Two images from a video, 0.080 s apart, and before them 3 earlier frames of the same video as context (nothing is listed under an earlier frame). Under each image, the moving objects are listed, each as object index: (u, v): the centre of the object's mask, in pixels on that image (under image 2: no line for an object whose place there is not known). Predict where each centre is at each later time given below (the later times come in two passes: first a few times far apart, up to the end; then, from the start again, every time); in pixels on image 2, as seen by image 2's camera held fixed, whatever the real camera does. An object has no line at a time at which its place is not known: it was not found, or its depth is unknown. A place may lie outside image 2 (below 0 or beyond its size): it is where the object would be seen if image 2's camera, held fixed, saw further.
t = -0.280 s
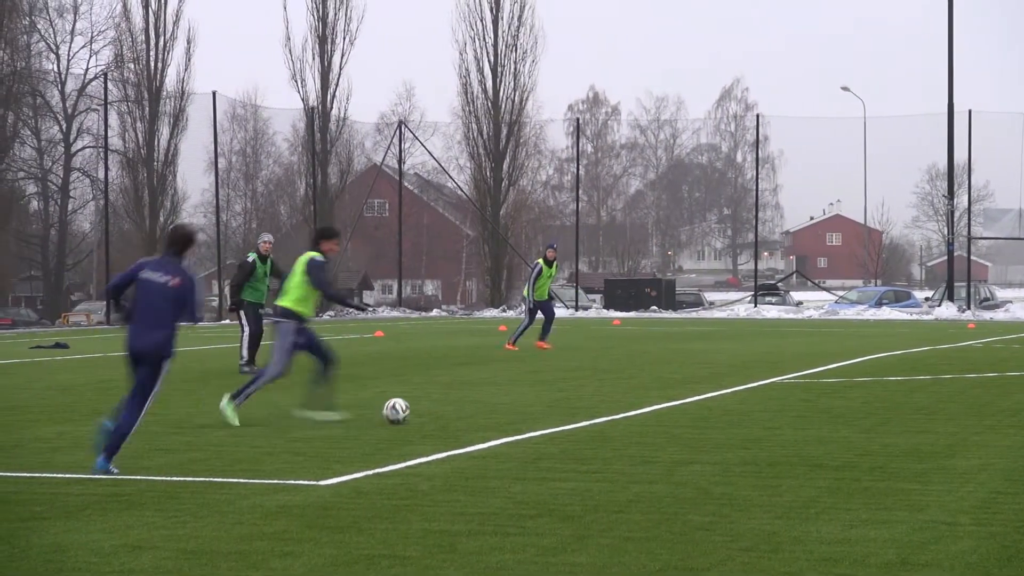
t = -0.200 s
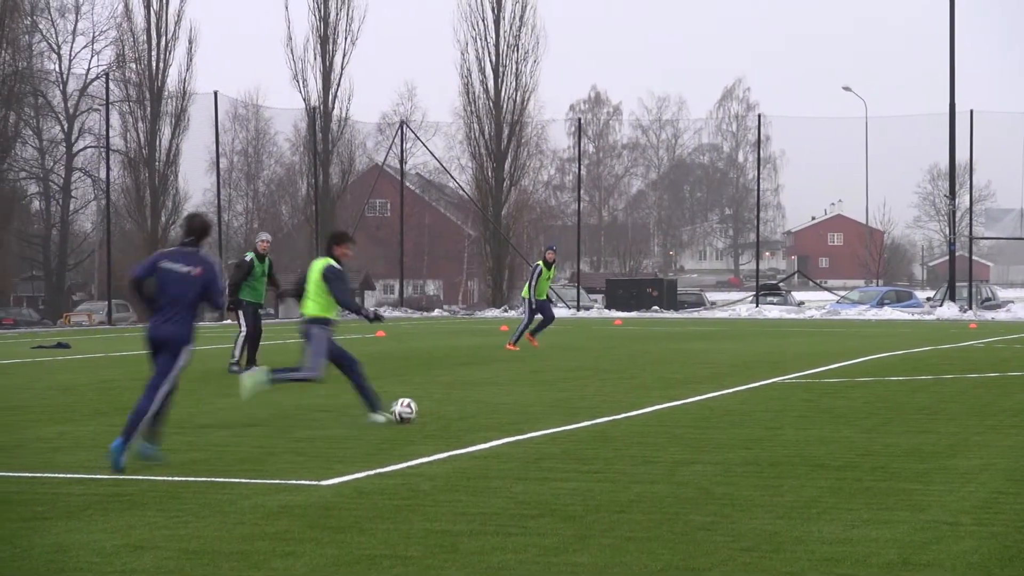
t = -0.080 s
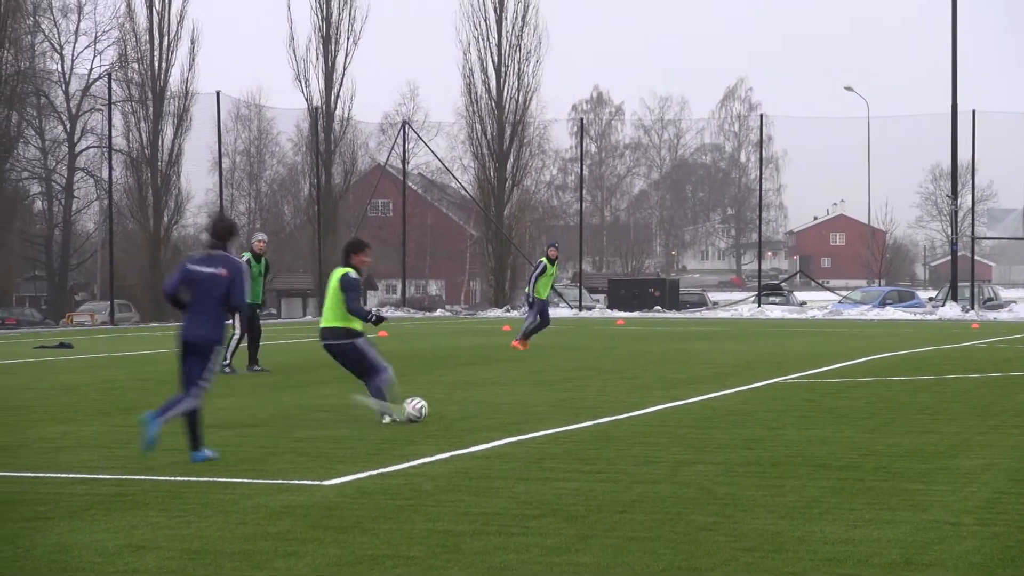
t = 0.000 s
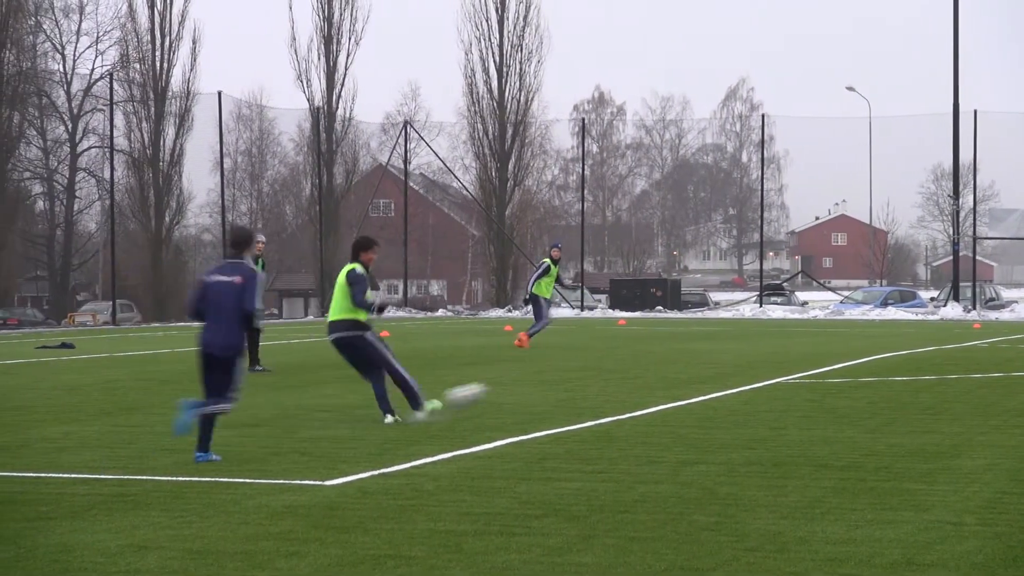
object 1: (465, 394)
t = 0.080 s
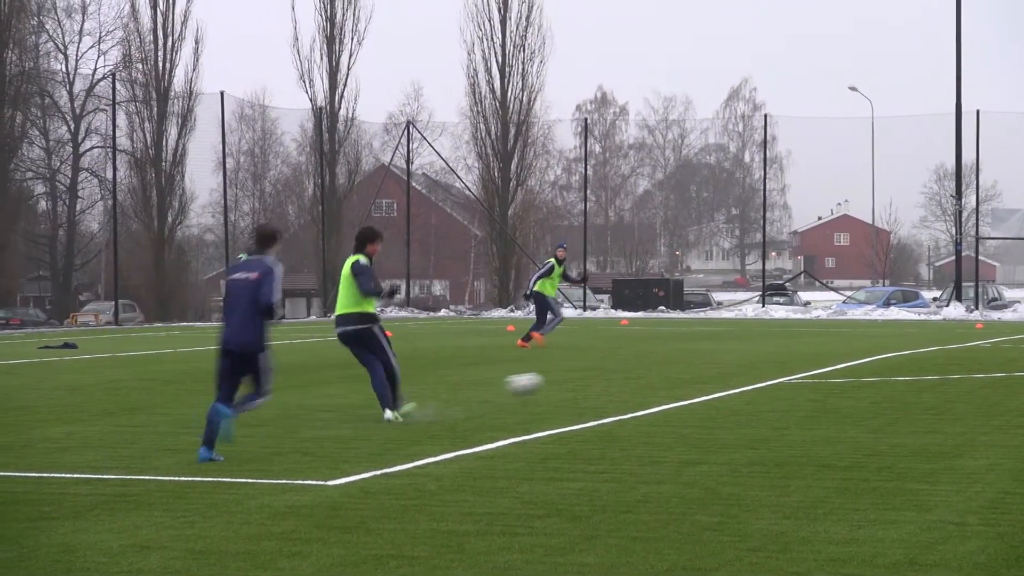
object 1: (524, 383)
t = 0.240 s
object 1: (608, 378)
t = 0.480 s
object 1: (697, 362)
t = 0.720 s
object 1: (754, 350)
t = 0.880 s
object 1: (782, 343)
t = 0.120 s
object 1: (548, 380)
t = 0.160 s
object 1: (570, 379)
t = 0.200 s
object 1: (590, 379)
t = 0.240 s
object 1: (608, 378)
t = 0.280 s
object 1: (625, 370)
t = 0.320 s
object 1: (642, 364)
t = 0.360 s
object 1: (655, 361)
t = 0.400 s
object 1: (670, 360)
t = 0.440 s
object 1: (683, 361)
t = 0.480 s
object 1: (697, 362)
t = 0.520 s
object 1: (708, 358)
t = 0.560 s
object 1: (718, 352)
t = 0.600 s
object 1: (727, 350)
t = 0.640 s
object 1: (737, 349)
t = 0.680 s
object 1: (745, 350)
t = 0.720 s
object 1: (754, 350)
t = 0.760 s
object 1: (761, 347)
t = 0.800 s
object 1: (769, 344)
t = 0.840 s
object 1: (775, 343)
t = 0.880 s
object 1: (782, 343)
